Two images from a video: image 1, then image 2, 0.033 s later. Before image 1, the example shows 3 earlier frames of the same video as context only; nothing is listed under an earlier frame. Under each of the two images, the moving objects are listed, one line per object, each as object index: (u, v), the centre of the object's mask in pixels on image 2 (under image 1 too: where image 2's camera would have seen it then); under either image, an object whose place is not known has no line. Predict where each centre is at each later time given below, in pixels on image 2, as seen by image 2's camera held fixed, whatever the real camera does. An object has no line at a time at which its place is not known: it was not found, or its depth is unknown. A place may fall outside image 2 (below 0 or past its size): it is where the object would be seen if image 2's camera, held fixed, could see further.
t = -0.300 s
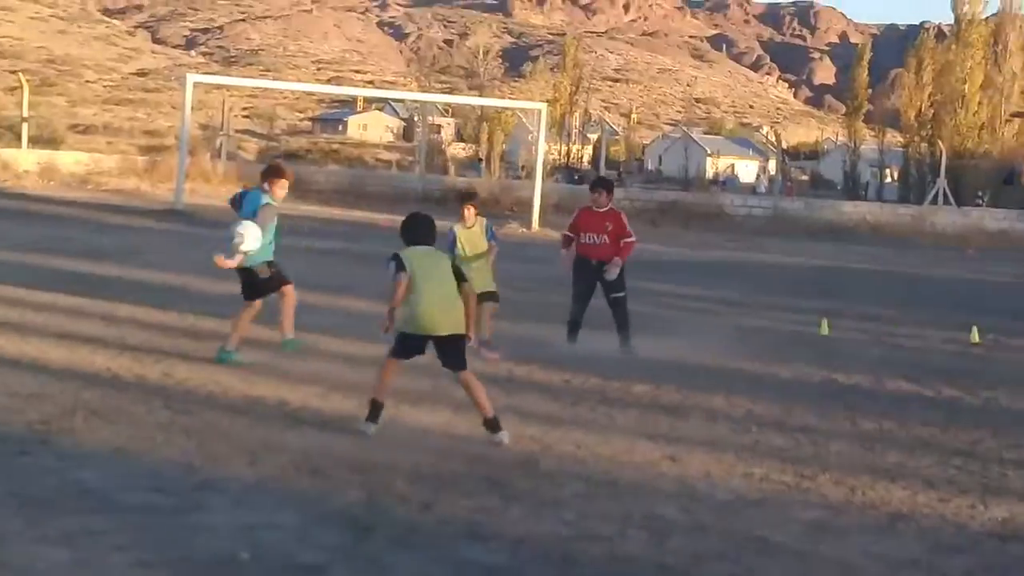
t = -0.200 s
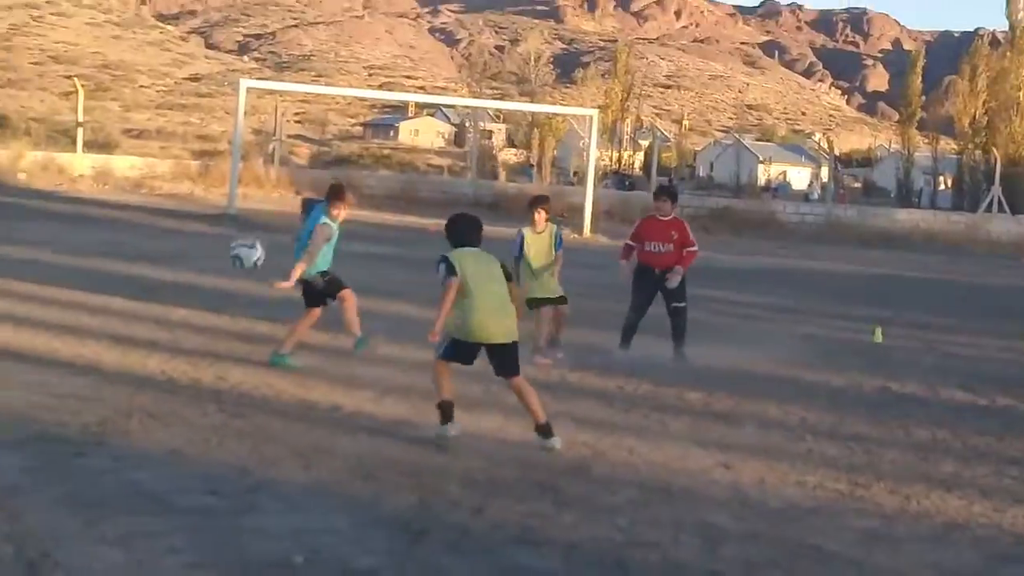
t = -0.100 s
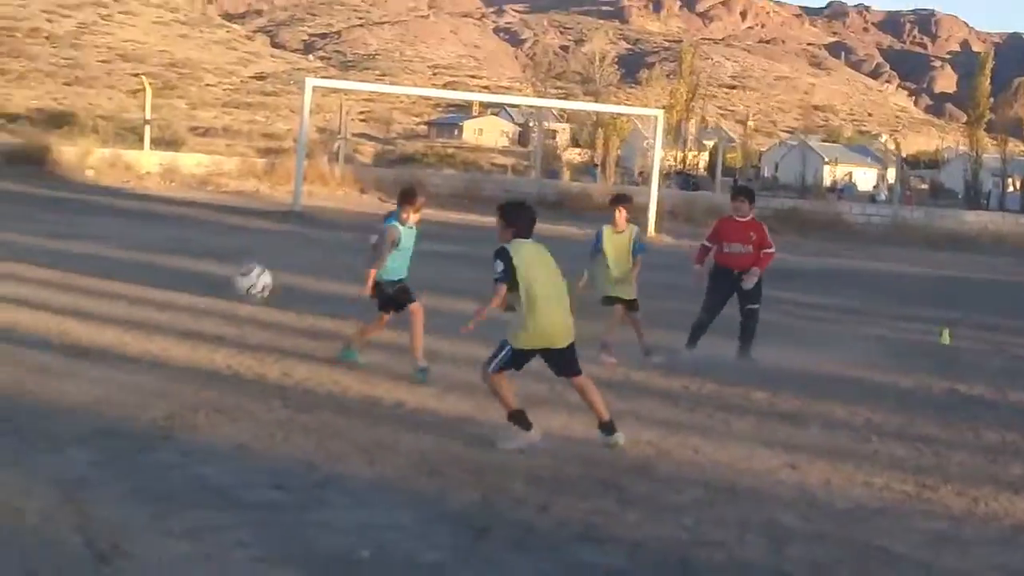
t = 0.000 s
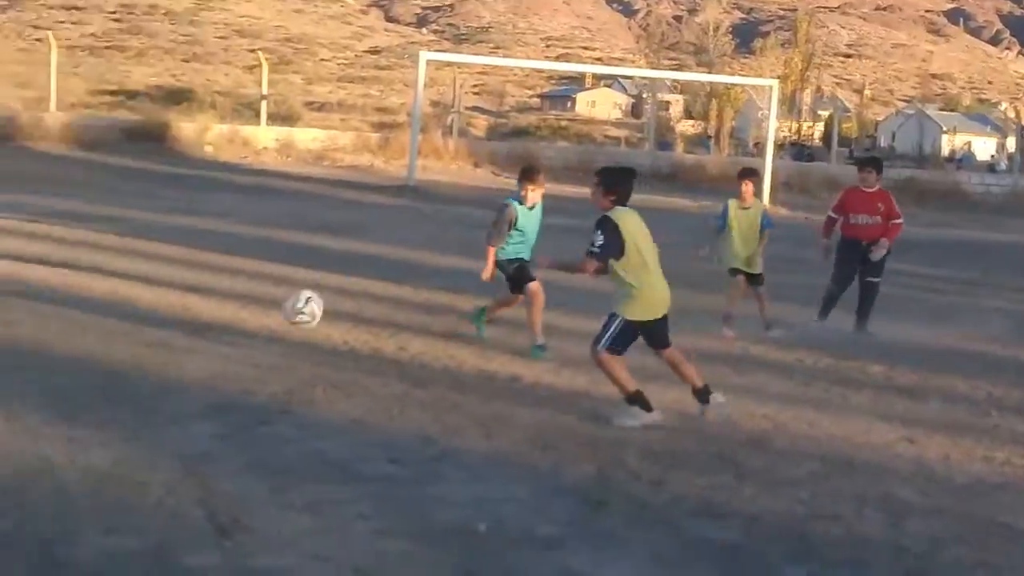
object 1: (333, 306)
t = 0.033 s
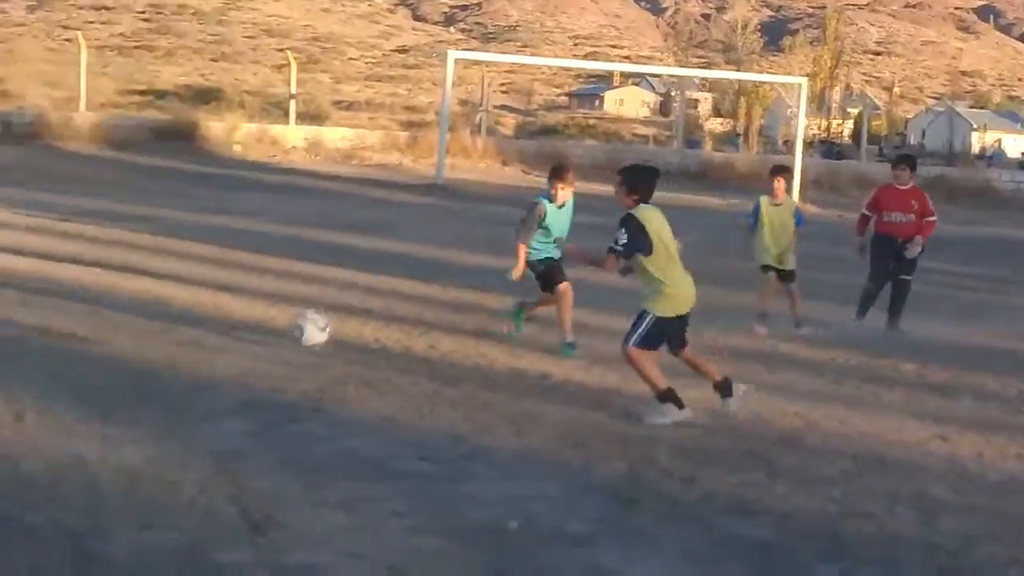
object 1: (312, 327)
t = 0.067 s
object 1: (285, 354)
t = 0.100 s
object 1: (257, 384)
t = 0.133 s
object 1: (238, 376)
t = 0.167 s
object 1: (219, 369)
